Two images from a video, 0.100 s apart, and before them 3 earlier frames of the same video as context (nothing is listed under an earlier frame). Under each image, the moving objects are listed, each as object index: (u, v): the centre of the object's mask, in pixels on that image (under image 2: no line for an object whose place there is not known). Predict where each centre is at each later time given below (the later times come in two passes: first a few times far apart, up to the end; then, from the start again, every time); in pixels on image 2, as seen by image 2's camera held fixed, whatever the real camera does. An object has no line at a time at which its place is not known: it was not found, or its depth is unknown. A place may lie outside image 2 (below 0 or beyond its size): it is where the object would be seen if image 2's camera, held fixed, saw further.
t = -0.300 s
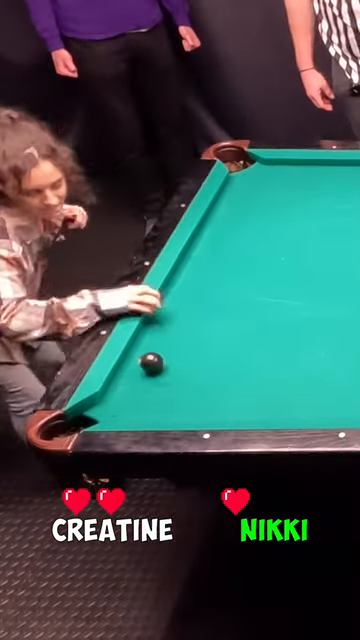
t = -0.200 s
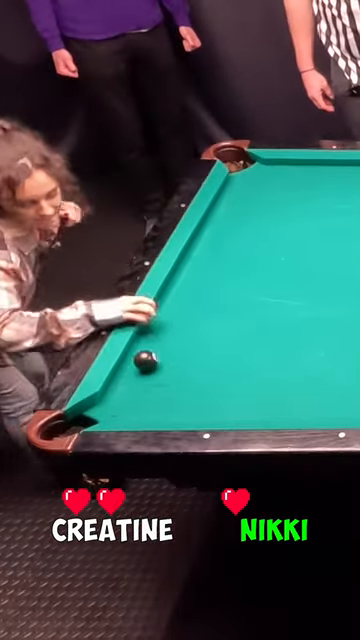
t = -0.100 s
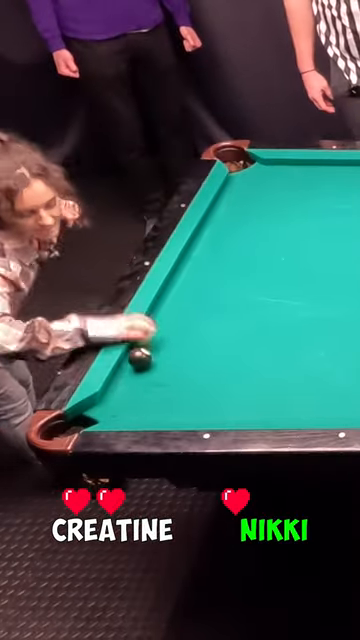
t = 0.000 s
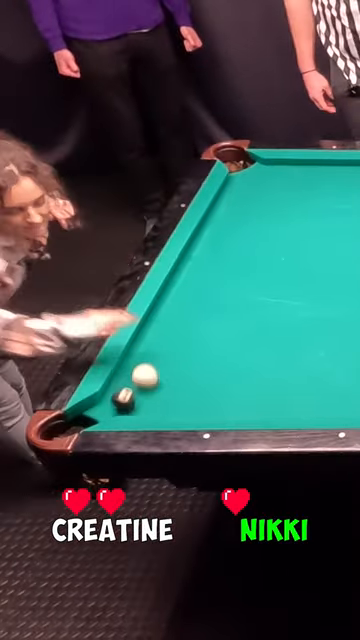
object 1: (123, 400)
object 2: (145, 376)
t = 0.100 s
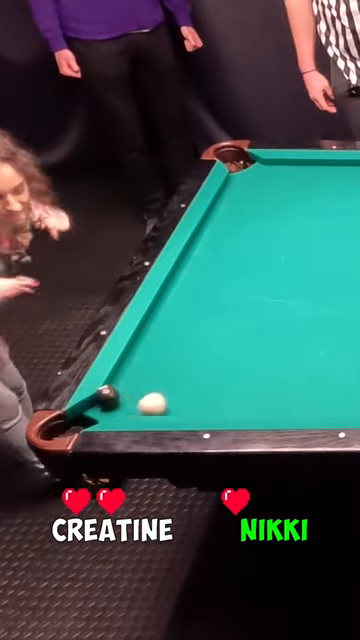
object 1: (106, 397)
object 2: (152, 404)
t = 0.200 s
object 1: (135, 395)
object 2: (185, 377)
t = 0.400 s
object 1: (183, 390)
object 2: (238, 336)
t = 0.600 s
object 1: (230, 385)
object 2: (283, 300)
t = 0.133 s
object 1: (116, 396)
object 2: (164, 395)
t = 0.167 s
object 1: (126, 395)
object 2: (175, 385)
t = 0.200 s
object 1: (135, 395)
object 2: (185, 377)
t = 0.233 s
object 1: (143, 394)
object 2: (194, 370)
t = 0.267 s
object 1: (151, 393)
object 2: (203, 362)
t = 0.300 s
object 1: (159, 393)
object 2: (212, 356)
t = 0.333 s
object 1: (167, 392)
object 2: (221, 349)
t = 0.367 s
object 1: (175, 391)
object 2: (229, 343)
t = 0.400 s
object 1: (183, 390)
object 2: (238, 336)
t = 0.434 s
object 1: (191, 389)
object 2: (245, 330)
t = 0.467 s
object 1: (199, 388)
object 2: (253, 324)
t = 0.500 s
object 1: (207, 388)
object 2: (261, 318)
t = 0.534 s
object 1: (215, 387)
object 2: (269, 312)
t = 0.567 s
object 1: (222, 386)
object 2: (276, 306)
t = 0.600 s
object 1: (230, 385)
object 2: (283, 300)
